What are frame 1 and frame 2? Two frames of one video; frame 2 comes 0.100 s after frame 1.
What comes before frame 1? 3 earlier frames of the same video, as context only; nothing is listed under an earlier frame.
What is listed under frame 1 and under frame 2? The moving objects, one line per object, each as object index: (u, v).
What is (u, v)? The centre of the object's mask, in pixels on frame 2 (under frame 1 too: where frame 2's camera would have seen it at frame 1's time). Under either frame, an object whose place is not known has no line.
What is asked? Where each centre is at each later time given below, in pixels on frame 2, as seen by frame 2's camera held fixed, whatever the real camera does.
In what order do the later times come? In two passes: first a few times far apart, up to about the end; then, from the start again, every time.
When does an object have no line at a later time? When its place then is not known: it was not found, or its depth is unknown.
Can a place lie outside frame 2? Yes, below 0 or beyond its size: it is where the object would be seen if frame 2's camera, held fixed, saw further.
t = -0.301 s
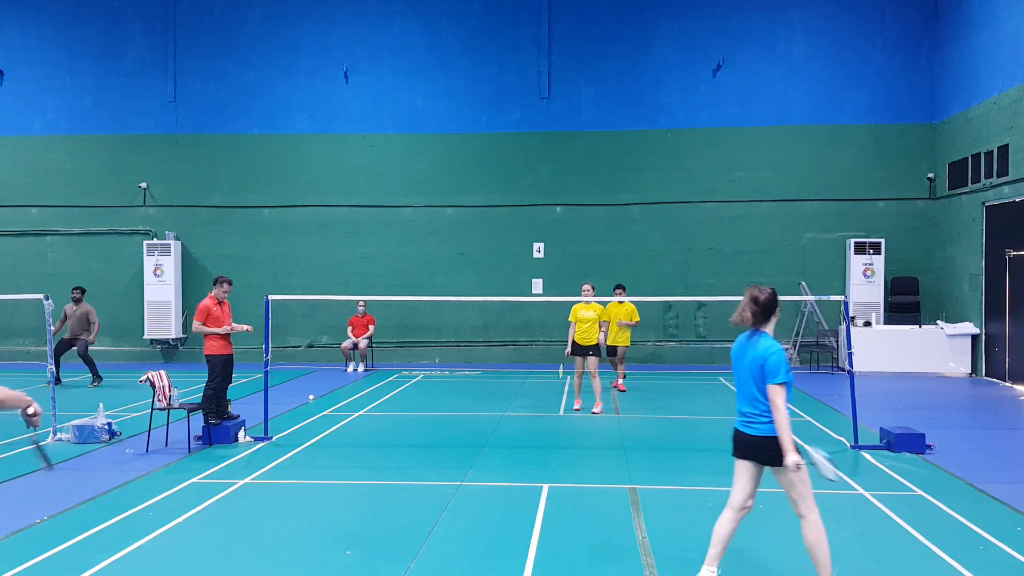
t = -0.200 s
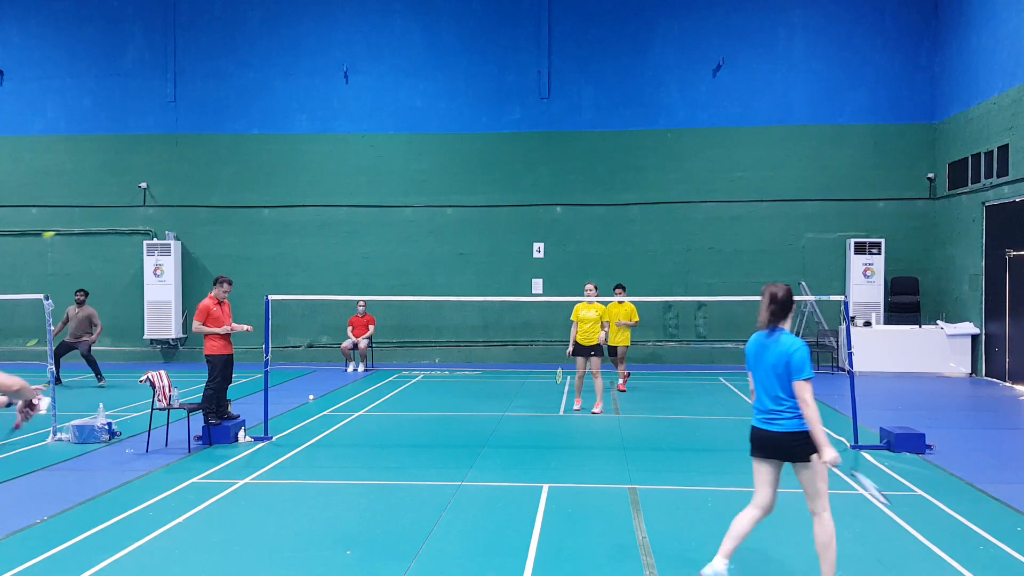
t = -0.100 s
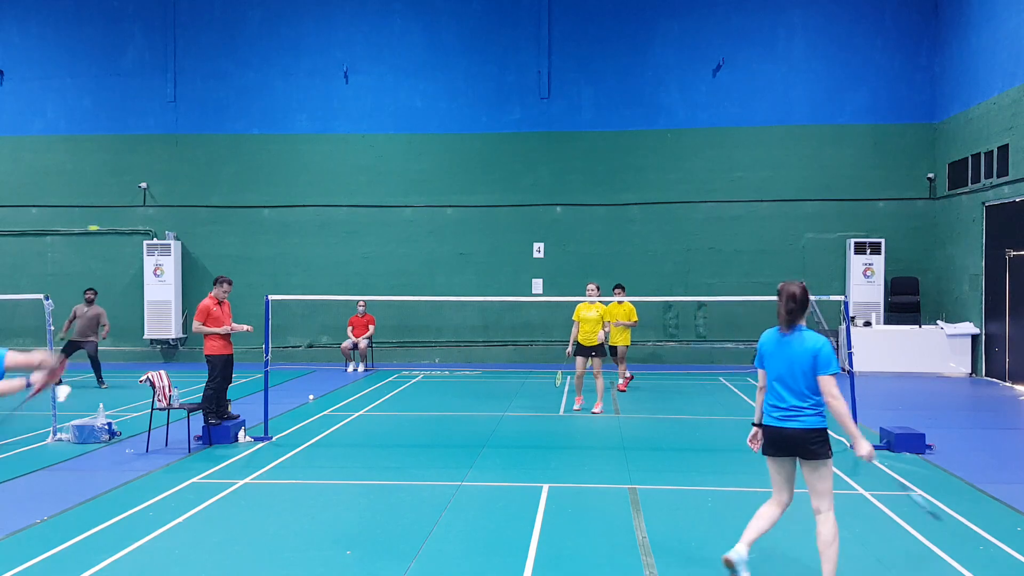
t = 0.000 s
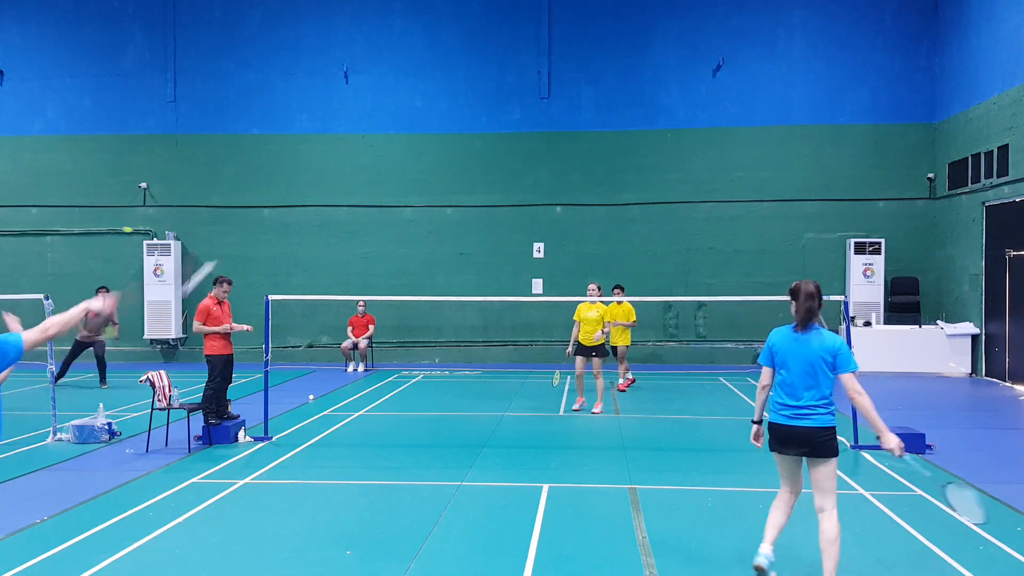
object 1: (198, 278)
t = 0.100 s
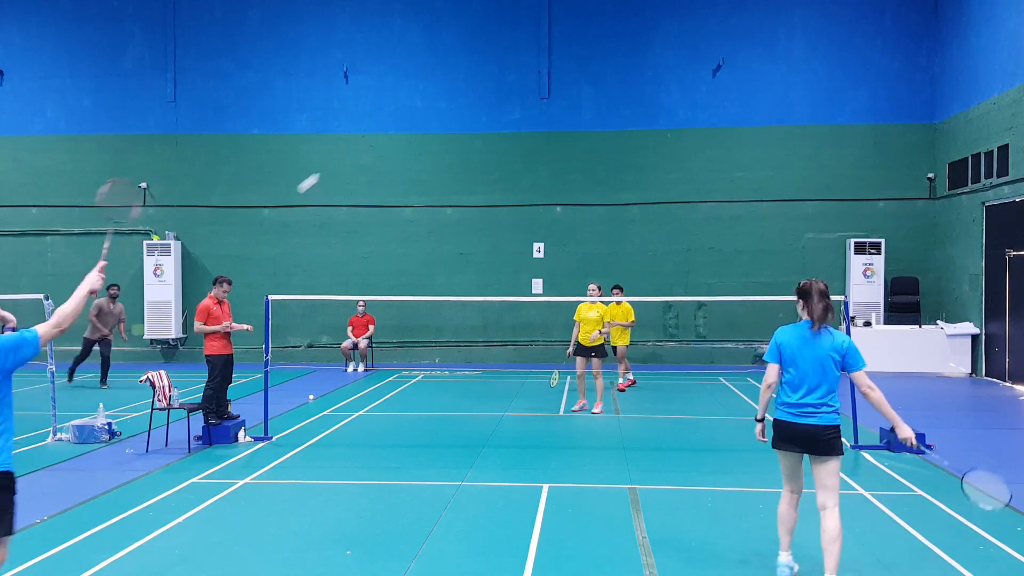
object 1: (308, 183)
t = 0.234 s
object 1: (385, 131)
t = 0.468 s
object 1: (456, 119)
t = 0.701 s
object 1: (497, 153)
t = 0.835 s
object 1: (514, 185)
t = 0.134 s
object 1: (332, 165)
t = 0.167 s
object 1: (353, 151)
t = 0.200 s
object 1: (370, 140)
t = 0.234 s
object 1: (385, 131)
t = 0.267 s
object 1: (399, 125)
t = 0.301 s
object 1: (410, 121)
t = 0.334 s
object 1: (421, 118)
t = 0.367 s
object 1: (431, 116)
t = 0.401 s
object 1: (440, 116)
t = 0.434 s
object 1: (448, 117)
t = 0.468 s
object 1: (456, 119)
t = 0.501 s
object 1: (463, 122)
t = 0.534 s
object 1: (469, 125)
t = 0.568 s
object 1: (475, 129)
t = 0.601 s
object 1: (481, 134)
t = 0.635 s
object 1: (486, 140)
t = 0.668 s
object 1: (492, 146)
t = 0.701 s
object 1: (497, 153)
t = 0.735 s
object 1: (501, 160)
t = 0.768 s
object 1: (506, 168)
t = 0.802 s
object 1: (510, 176)
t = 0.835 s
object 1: (514, 185)
